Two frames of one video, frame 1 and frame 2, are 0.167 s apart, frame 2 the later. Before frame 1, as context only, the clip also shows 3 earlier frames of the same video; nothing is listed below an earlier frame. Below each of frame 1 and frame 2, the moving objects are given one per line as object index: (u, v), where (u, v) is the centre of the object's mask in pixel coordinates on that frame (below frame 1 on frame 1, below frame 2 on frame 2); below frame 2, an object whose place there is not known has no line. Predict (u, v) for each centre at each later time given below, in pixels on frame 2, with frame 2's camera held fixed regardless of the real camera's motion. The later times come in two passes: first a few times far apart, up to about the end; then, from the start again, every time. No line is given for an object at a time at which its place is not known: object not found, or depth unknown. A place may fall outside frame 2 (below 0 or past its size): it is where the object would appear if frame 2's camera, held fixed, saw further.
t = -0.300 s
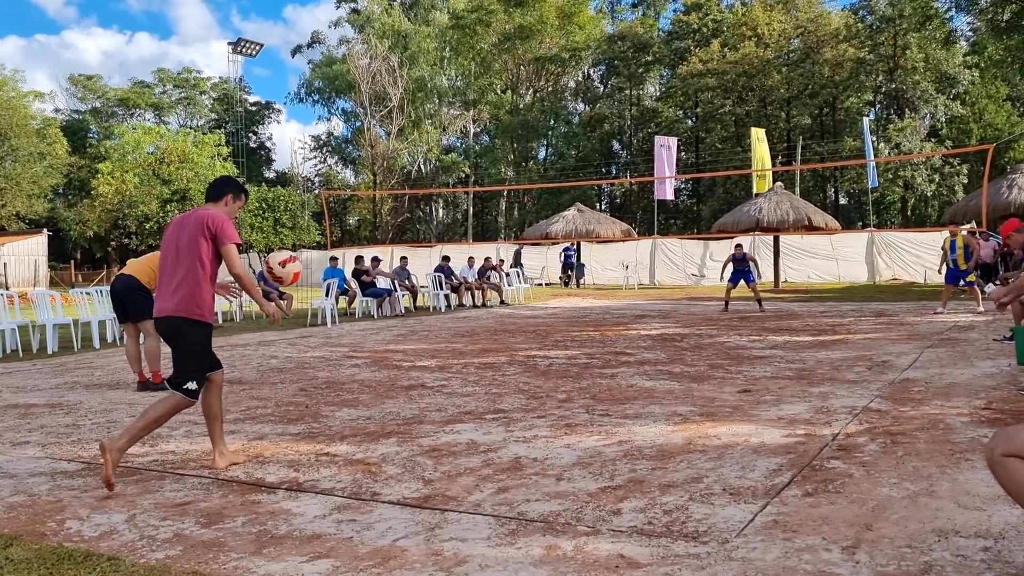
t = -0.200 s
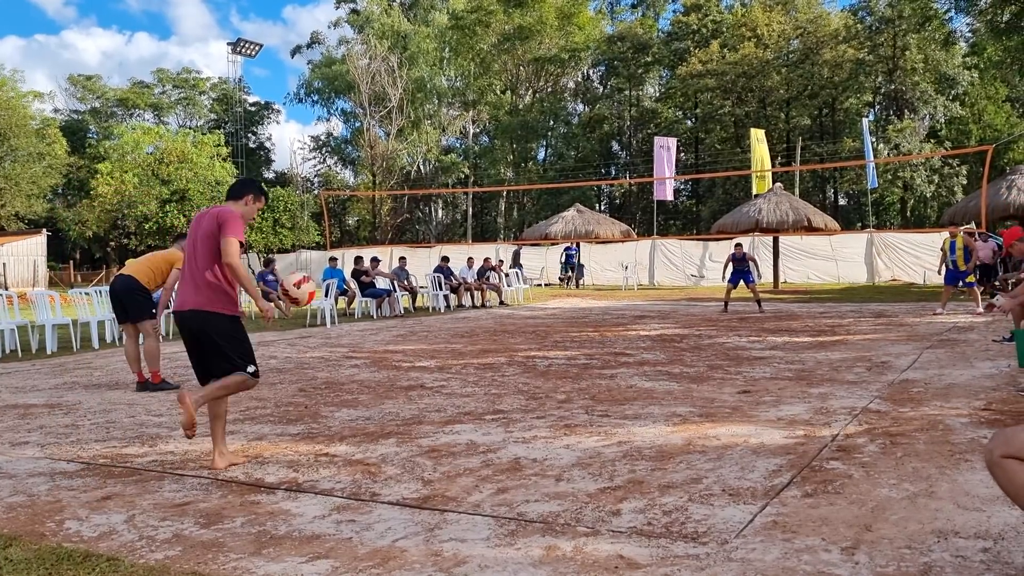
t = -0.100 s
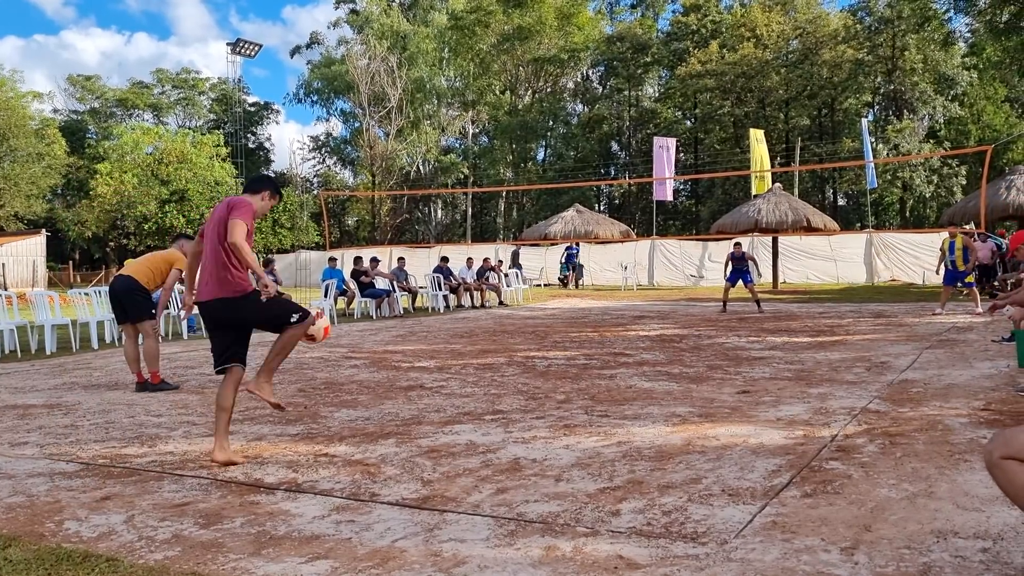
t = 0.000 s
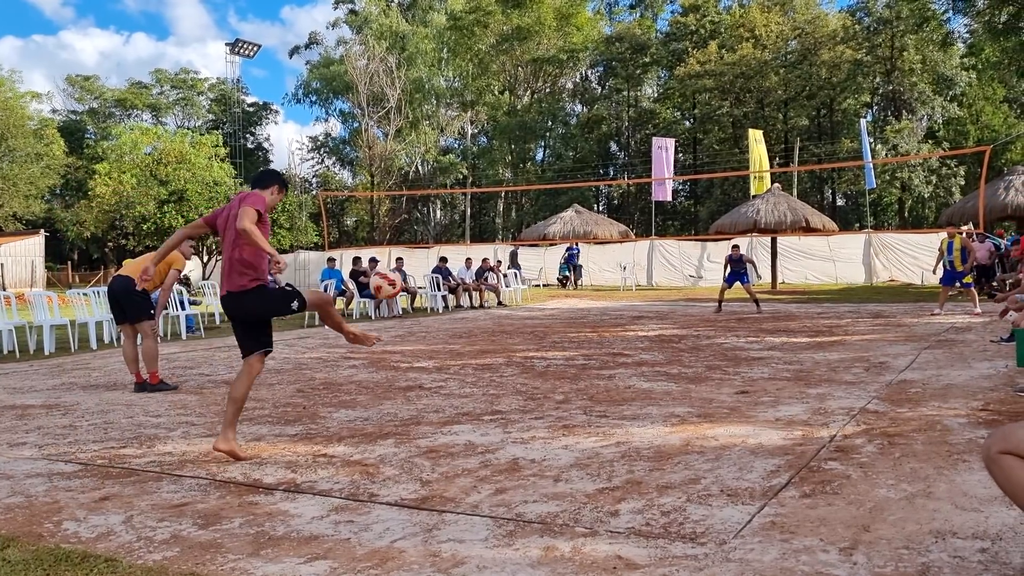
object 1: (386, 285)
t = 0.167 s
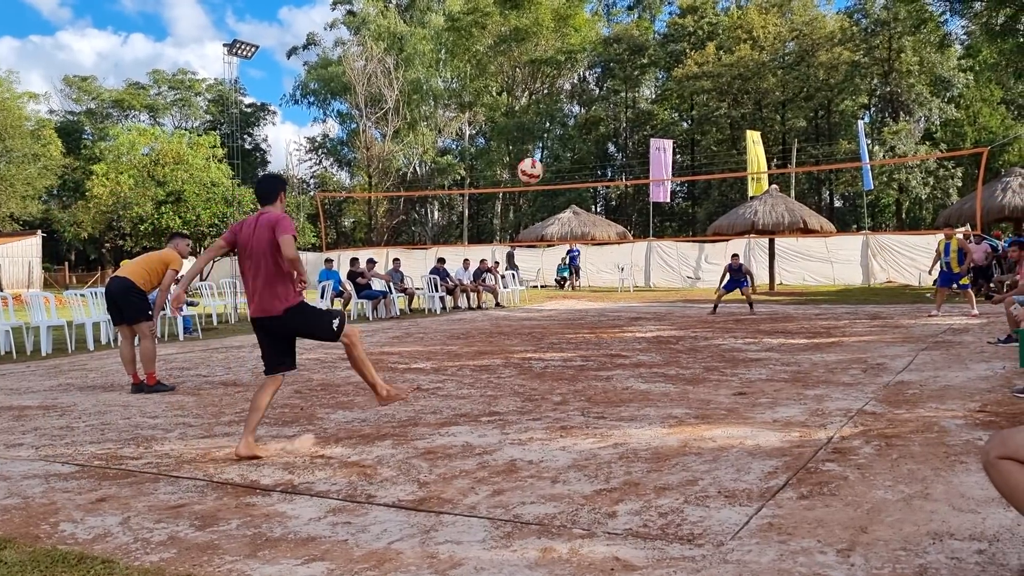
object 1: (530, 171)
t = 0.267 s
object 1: (589, 140)
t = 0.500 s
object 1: (680, 125)
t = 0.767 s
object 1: (742, 163)
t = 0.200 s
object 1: (552, 158)
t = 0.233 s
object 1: (571, 148)
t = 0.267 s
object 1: (589, 140)
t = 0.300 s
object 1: (605, 133)
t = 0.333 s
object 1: (621, 129)
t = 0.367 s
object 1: (634, 125)
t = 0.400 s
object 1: (647, 124)
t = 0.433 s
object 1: (659, 124)
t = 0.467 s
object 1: (670, 124)
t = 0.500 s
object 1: (680, 125)
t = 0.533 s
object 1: (690, 127)
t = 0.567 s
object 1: (699, 131)
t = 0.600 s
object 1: (707, 134)
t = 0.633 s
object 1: (715, 139)
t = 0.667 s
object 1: (723, 144)
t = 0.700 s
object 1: (730, 149)
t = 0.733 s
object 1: (736, 156)
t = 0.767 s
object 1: (742, 163)
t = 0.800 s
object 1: (747, 168)
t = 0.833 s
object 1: (755, 178)
